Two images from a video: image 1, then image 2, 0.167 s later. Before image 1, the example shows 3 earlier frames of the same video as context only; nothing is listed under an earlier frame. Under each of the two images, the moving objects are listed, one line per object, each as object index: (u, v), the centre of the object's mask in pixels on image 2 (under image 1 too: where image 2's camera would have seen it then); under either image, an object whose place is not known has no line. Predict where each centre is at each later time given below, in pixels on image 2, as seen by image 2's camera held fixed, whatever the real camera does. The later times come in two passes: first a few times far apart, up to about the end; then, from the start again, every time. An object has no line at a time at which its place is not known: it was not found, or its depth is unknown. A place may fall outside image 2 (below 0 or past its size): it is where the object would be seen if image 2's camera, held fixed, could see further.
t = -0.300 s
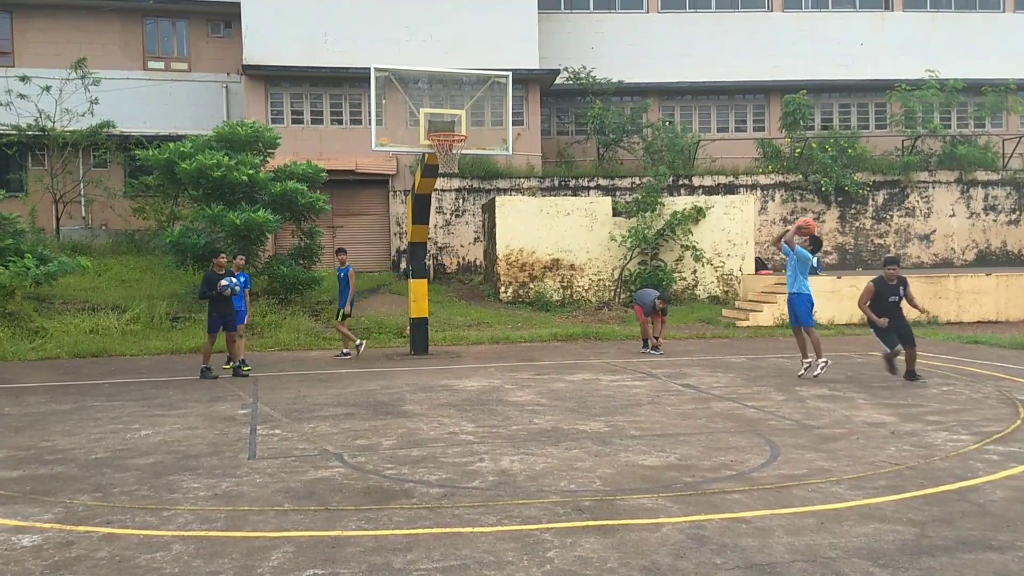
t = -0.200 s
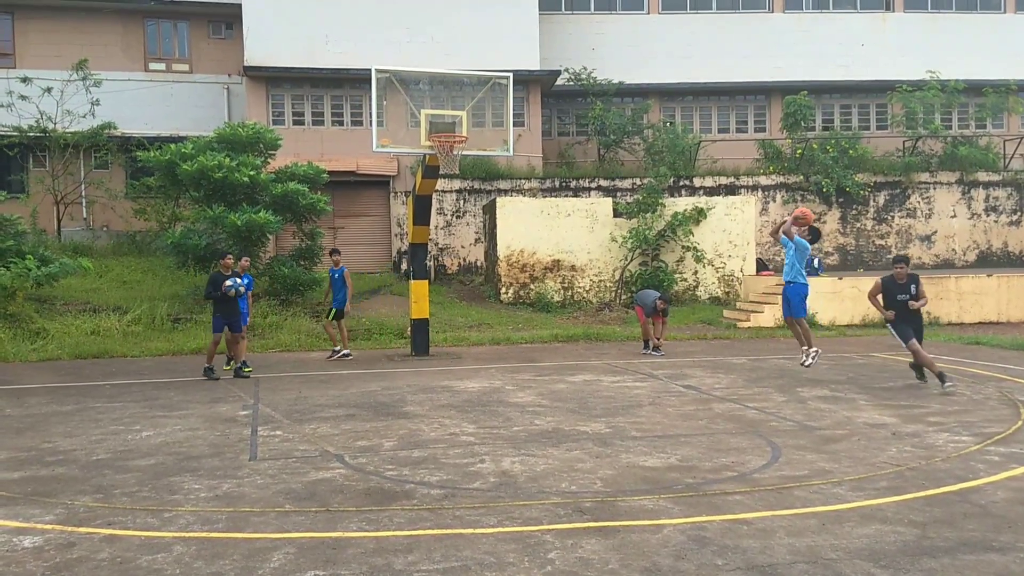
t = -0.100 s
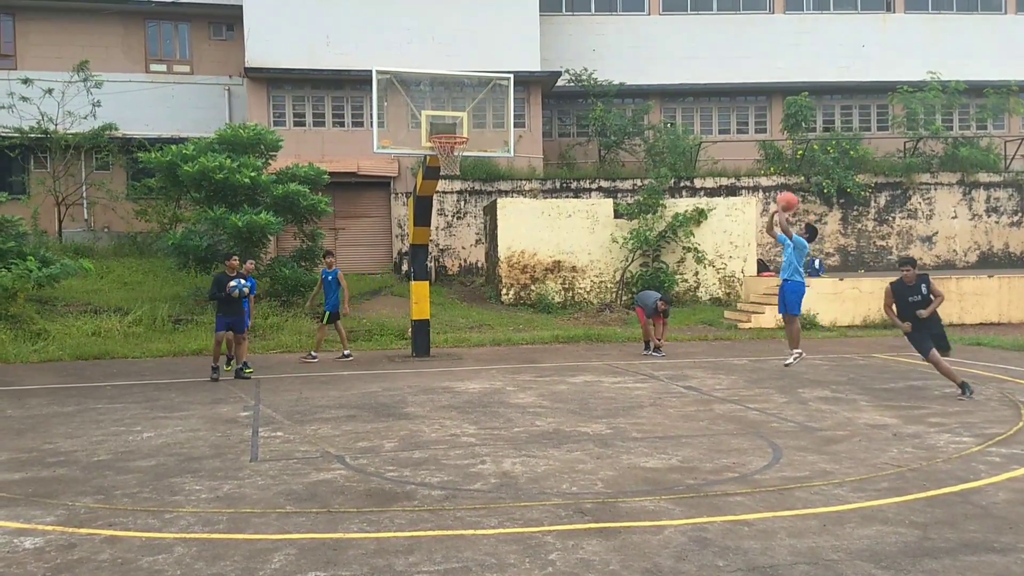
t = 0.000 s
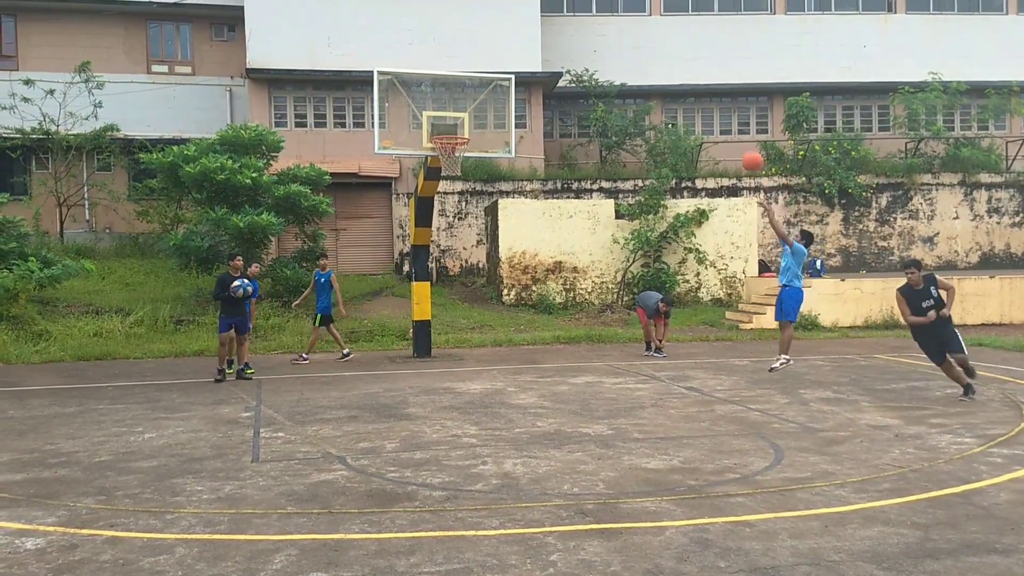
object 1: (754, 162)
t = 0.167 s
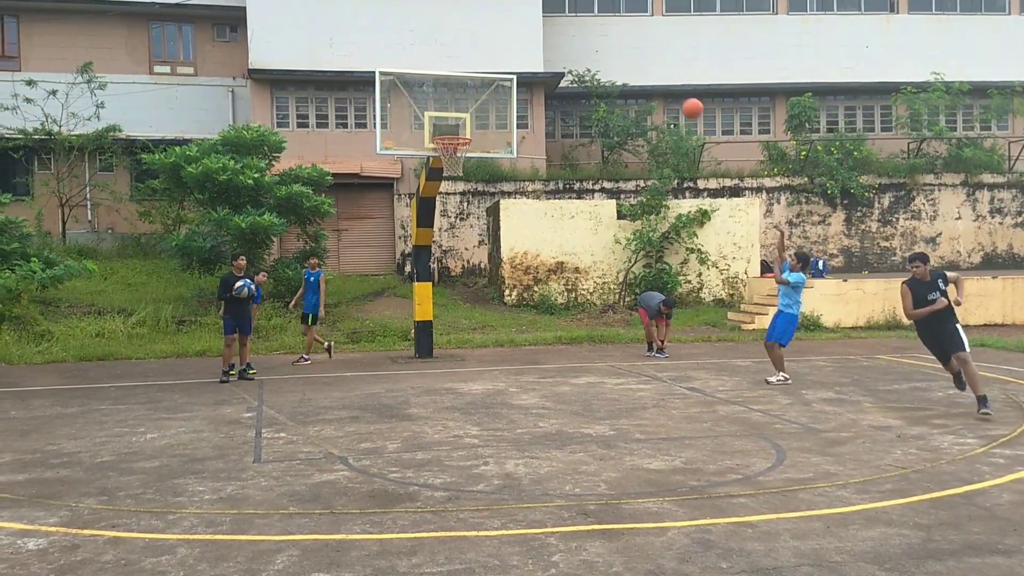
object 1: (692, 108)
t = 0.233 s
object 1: (669, 94)
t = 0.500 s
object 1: (577, 70)
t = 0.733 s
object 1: (500, 94)
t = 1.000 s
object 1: (434, 109)
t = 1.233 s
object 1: (396, 84)
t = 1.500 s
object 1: (350, 110)
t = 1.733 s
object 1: (310, 187)
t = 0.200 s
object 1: (681, 101)
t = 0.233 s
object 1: (669, 94)
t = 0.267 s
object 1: (657, 88)
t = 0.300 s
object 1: (646, 83)
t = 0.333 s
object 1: (633, 78)
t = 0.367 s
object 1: (622, 75)
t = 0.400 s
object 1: (610, 72)
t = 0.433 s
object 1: (599, 71)
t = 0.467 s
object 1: (588, 70)
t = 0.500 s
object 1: (577, 70)
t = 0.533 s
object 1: (566, 70)
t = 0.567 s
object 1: (555, 73)
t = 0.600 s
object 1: (544, 75)
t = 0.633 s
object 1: (532, 79)
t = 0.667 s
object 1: (522, 82)
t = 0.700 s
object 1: (511, 88)
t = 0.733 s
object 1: (500, 94)
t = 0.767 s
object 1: (490, 100)
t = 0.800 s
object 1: (480, 108)
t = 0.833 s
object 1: (469, 117)
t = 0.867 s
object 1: (458, 126)
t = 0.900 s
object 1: (450, 130)
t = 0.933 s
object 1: (444, 125)
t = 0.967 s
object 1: (439, 116)
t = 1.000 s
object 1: (434, 109)
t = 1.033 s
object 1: (428, 102)
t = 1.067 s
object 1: (423, 97)
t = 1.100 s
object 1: (417, 93)
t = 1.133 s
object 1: (412, 89)
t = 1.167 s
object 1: (407, 87)
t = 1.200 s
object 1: (401, 85)
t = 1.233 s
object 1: (396, 84)
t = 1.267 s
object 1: (391, 84)
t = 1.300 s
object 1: (384, 84)
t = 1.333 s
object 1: (378, 86)
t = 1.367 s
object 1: (373, 89)
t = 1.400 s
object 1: (367, 93)
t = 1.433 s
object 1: (361, 97)
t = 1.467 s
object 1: (356, 103)
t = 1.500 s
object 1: (350, 110)
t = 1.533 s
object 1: (344, 118)
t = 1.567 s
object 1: (339, 127)
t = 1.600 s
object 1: (333, 137)
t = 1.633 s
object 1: (327, 148)
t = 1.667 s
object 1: (321, 160)
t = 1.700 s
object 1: (316, 174)
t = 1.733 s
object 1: (310, 187)
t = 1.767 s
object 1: (304, 204)
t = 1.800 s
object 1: (298, 220)
